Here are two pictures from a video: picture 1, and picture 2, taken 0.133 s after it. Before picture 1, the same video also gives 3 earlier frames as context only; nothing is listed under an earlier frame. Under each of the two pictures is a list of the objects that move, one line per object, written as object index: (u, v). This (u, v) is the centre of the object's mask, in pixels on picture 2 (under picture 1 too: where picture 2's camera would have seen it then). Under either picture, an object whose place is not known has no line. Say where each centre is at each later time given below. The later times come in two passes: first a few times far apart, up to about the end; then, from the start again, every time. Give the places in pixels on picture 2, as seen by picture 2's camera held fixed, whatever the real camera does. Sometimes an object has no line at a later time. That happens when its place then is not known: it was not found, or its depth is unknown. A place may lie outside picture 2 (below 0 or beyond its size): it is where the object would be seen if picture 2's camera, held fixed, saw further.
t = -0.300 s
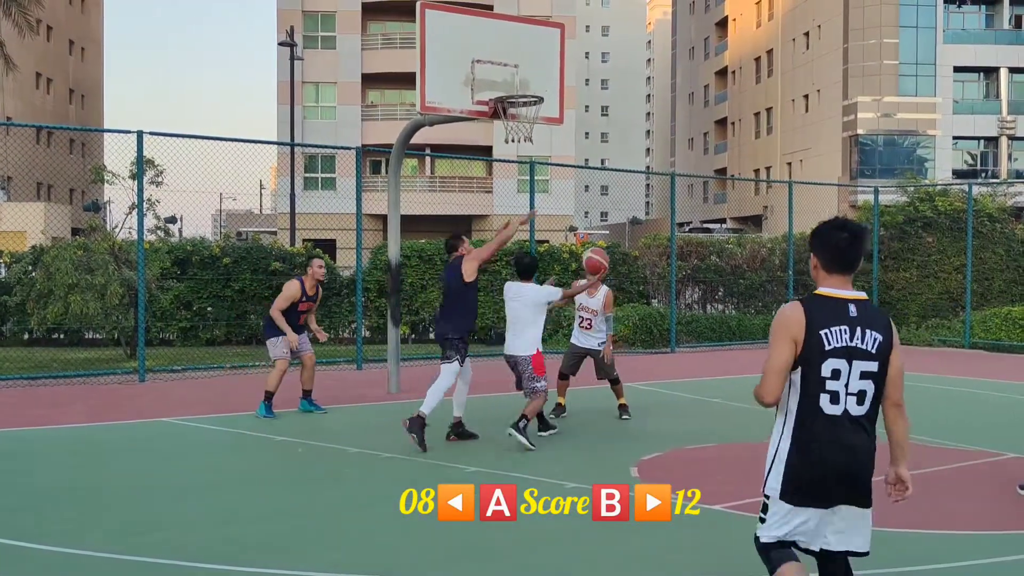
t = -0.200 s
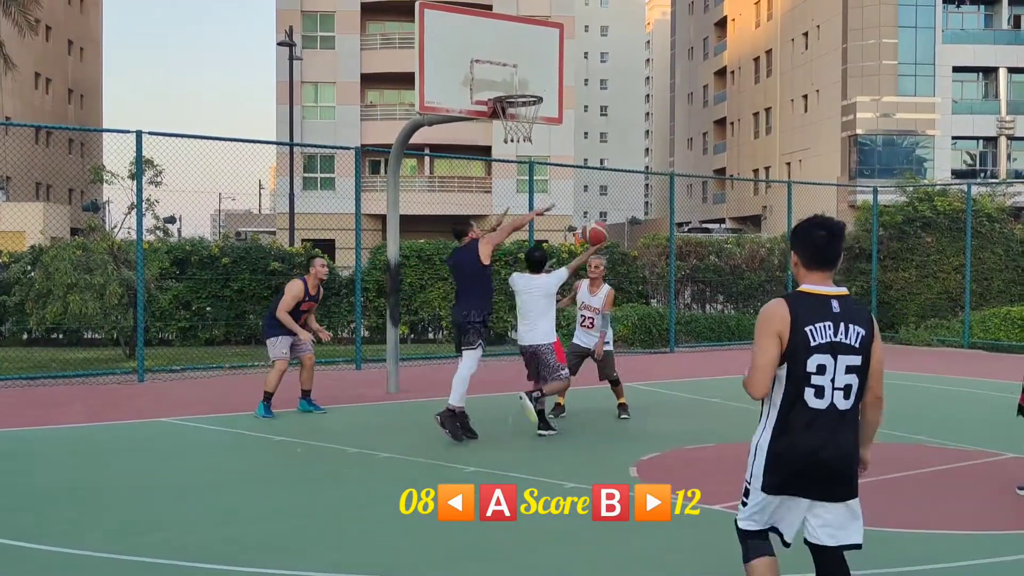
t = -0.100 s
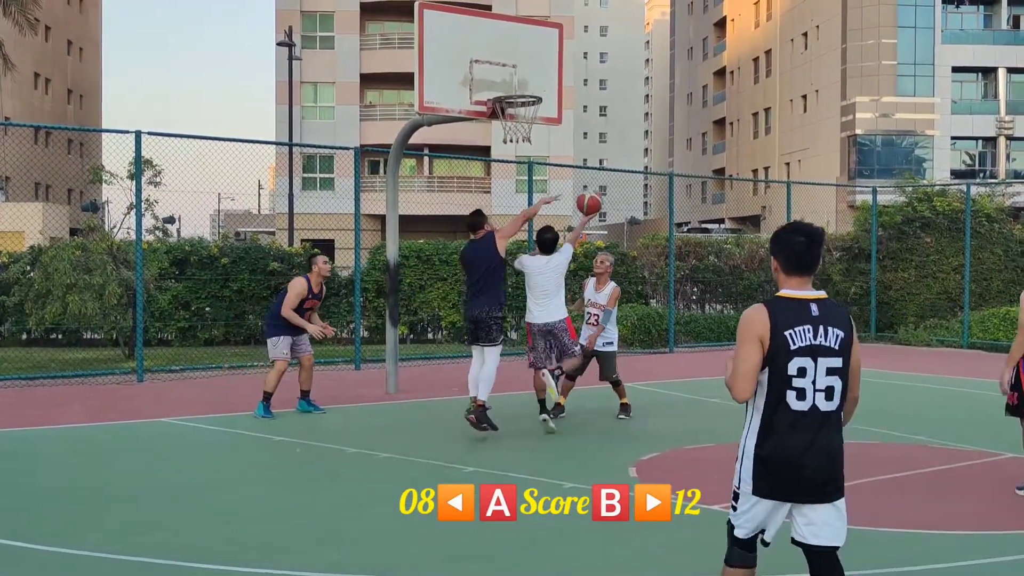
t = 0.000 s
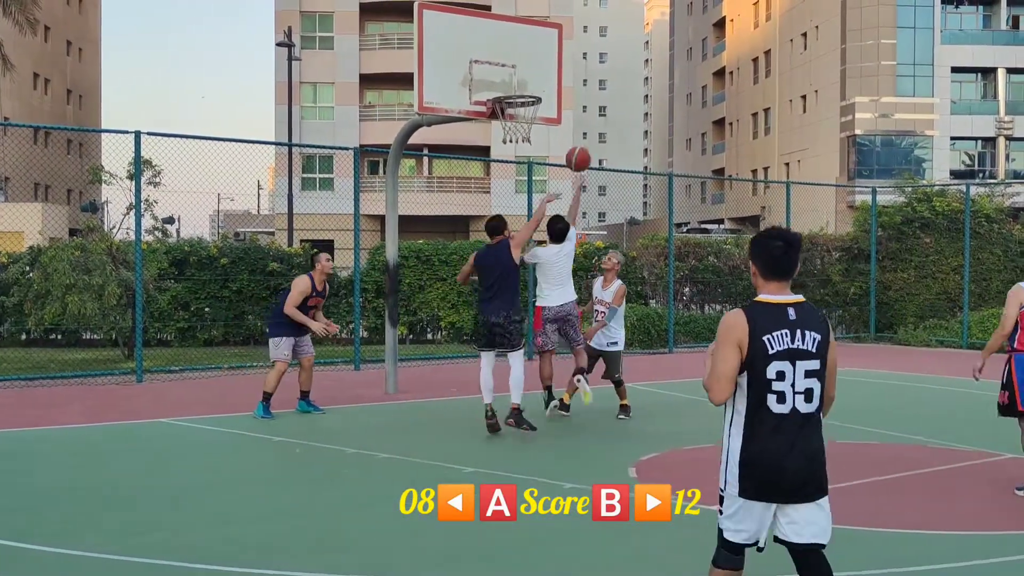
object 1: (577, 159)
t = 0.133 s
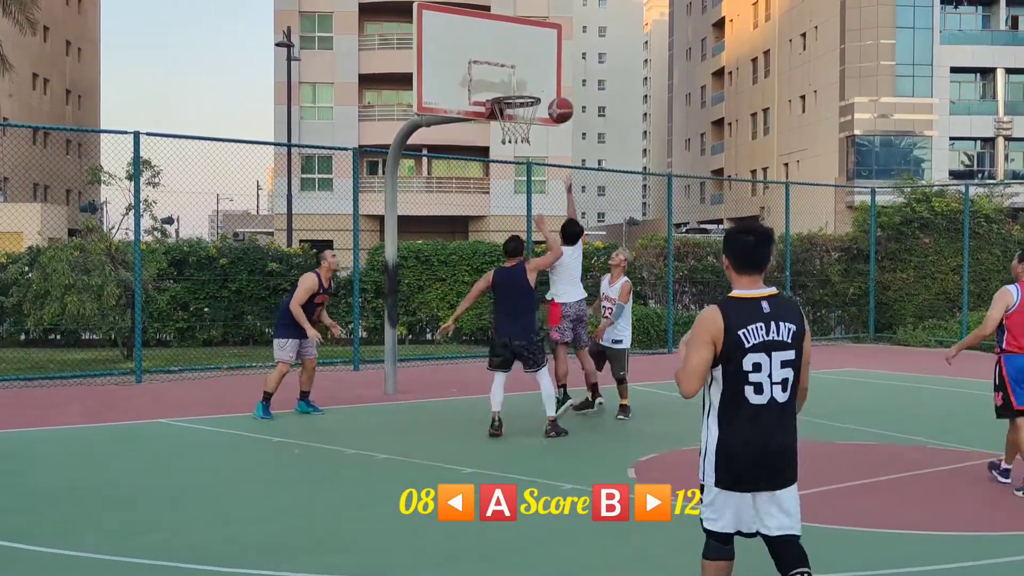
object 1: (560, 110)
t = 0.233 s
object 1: (548, 87)
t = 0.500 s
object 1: (516, 74)
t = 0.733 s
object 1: (519, 89)
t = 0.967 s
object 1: (526, 88)
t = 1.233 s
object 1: (505, 122)
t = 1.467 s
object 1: (499, 165)
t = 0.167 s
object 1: (556, 101)
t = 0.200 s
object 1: (552, 93)
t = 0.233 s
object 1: (548, 87)
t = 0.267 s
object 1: (544, 81)
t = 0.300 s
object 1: (539, 76)
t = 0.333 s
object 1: (536, 73)
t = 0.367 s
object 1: (532, 71)
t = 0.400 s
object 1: (528, 70)
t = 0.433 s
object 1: (523, 70)
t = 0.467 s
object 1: (520, 71)
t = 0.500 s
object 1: (516, 74)
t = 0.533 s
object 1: (512, 78)
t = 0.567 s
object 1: (508, 82)
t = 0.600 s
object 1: (504, 87)
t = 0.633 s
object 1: (501, 91)
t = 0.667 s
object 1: (508, 89)
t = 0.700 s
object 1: (514, 89)
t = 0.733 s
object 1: (519, 89)
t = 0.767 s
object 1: (524, 90)
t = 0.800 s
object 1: (525, 89)
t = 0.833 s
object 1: (525, 87)
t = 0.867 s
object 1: (526, 87)
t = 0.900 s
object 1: (526, 87)
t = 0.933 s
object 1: (527, 88)
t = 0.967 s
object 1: (526, 88)
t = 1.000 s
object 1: (524, 89)
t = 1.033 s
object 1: (522, 89)
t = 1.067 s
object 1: (520, 89)
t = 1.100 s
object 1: (518, 101)
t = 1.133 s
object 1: (512, 109)
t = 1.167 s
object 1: (511, 112)
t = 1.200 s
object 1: (509, 117)
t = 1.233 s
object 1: (505, 122)
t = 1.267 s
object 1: (503, 125)
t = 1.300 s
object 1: (505, 133)
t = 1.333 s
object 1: (502, 135)
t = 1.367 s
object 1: (502, 139)
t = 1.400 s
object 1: (501, 147)
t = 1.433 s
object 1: (500, 155)
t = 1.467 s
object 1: (499, 165)
